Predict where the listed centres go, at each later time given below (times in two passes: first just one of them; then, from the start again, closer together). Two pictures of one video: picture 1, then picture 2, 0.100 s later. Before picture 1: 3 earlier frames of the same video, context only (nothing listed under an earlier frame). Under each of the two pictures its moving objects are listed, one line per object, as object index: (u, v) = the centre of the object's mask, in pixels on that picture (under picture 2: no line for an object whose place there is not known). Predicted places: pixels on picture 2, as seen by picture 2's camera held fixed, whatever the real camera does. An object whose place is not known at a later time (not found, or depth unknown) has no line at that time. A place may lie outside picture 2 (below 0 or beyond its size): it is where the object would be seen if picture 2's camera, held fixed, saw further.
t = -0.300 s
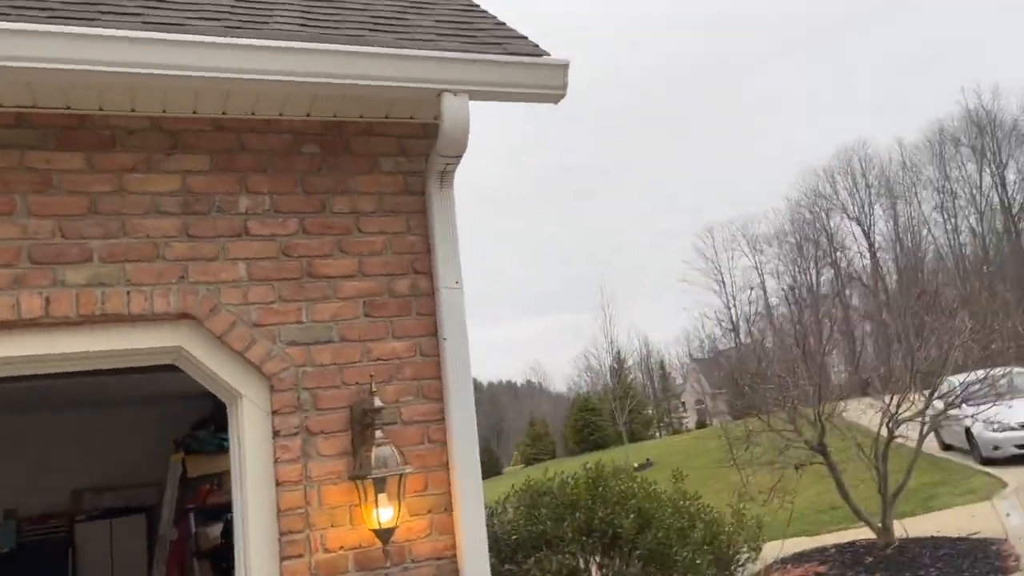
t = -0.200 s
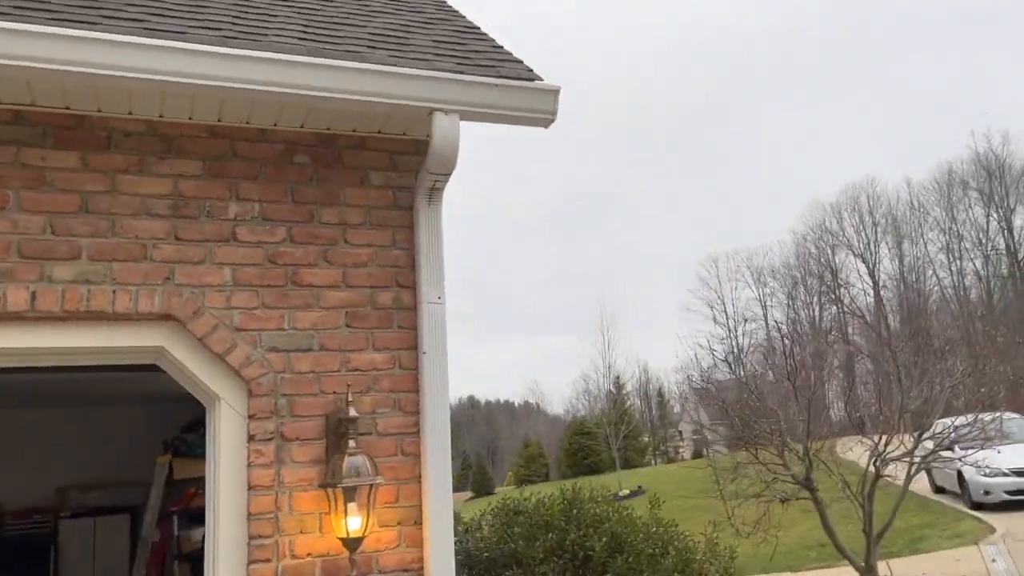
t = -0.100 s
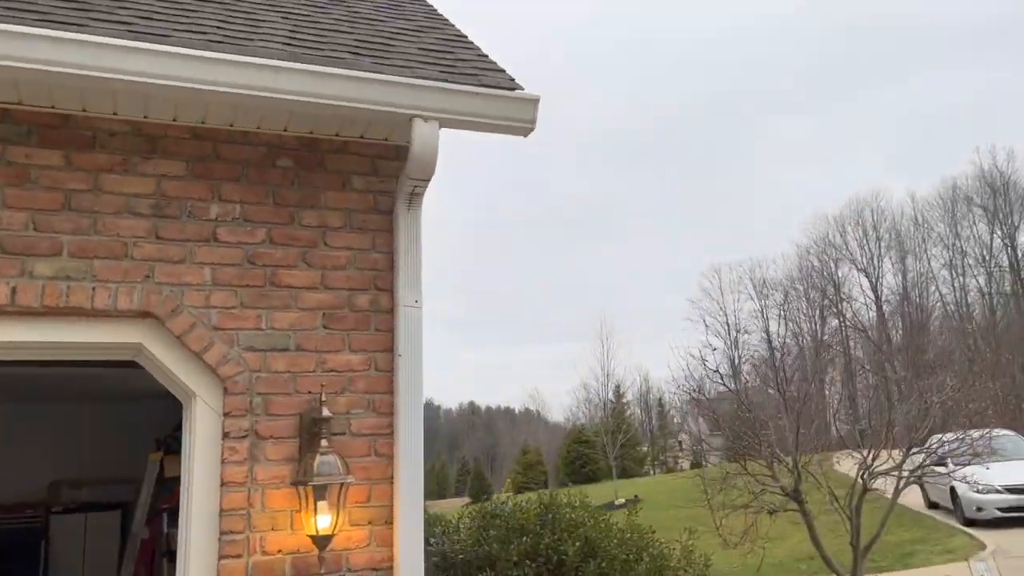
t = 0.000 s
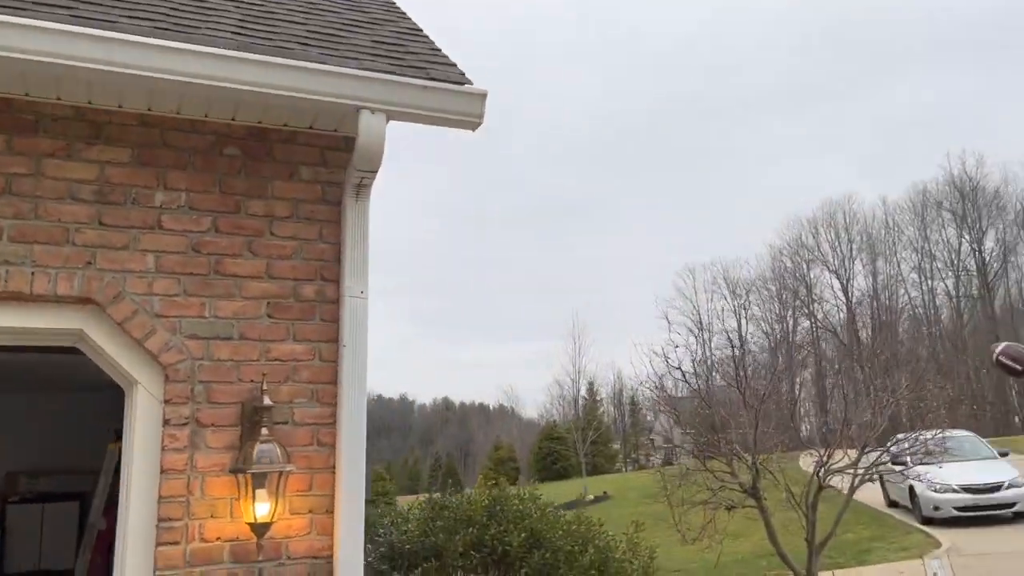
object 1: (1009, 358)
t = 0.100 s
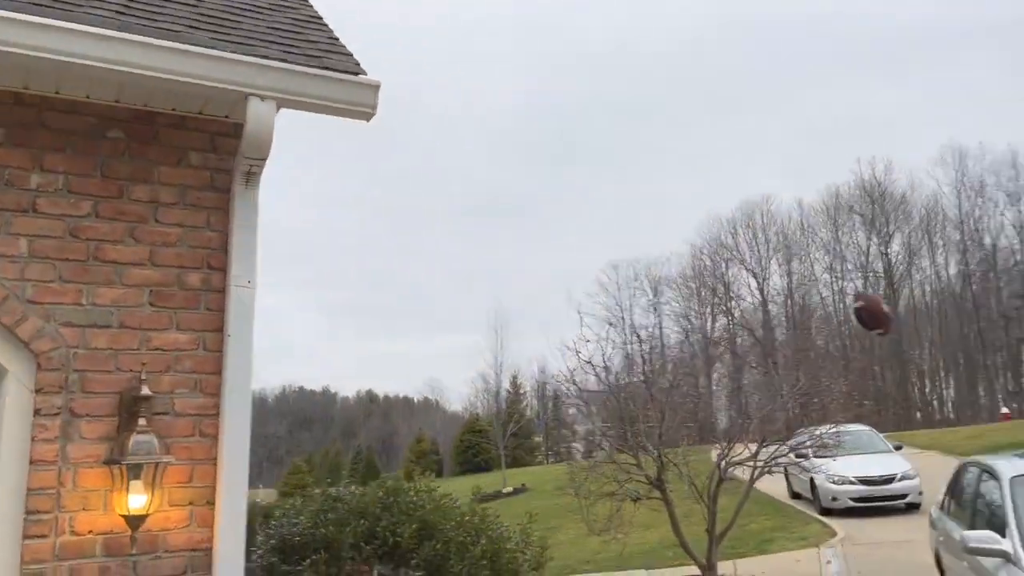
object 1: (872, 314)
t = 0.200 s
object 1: (834, 289)
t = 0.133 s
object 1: (857, 303)
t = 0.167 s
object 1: (843, 296)
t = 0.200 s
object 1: (834, 289)
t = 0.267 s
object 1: (804, 286)
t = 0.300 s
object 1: (793, 284)
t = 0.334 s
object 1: (782, 286)
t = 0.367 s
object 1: (773, 289)
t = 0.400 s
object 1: (764, 293)
